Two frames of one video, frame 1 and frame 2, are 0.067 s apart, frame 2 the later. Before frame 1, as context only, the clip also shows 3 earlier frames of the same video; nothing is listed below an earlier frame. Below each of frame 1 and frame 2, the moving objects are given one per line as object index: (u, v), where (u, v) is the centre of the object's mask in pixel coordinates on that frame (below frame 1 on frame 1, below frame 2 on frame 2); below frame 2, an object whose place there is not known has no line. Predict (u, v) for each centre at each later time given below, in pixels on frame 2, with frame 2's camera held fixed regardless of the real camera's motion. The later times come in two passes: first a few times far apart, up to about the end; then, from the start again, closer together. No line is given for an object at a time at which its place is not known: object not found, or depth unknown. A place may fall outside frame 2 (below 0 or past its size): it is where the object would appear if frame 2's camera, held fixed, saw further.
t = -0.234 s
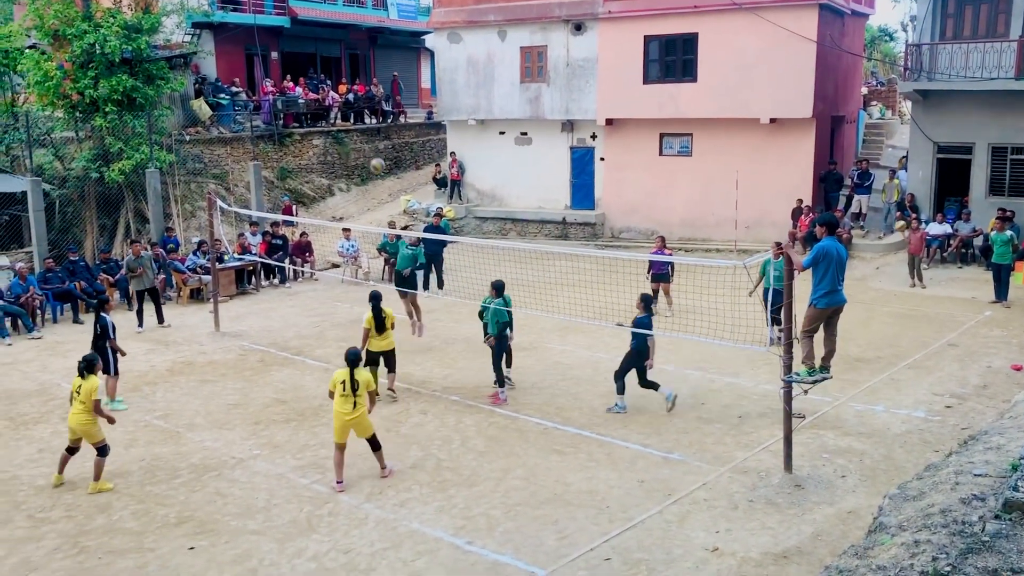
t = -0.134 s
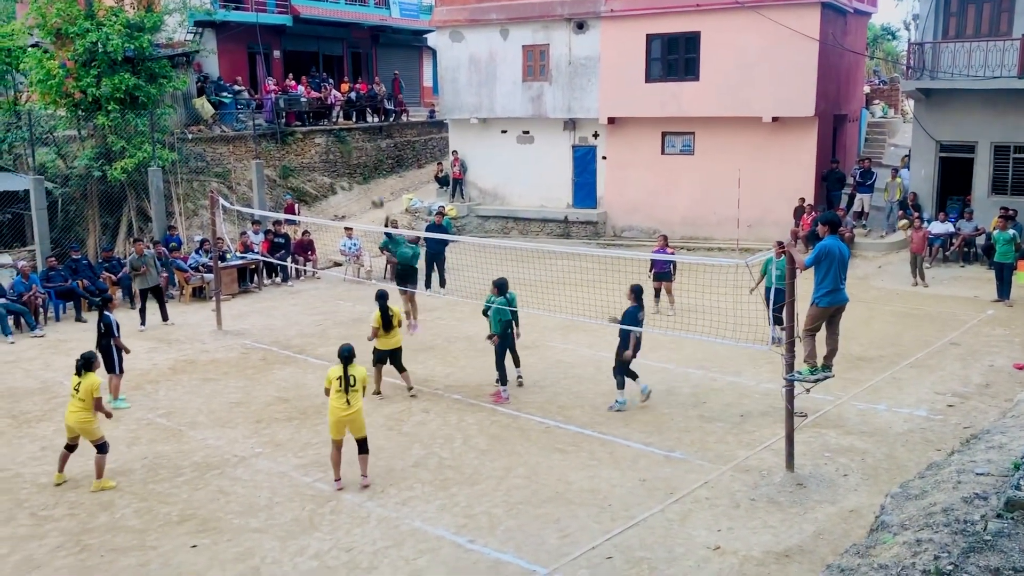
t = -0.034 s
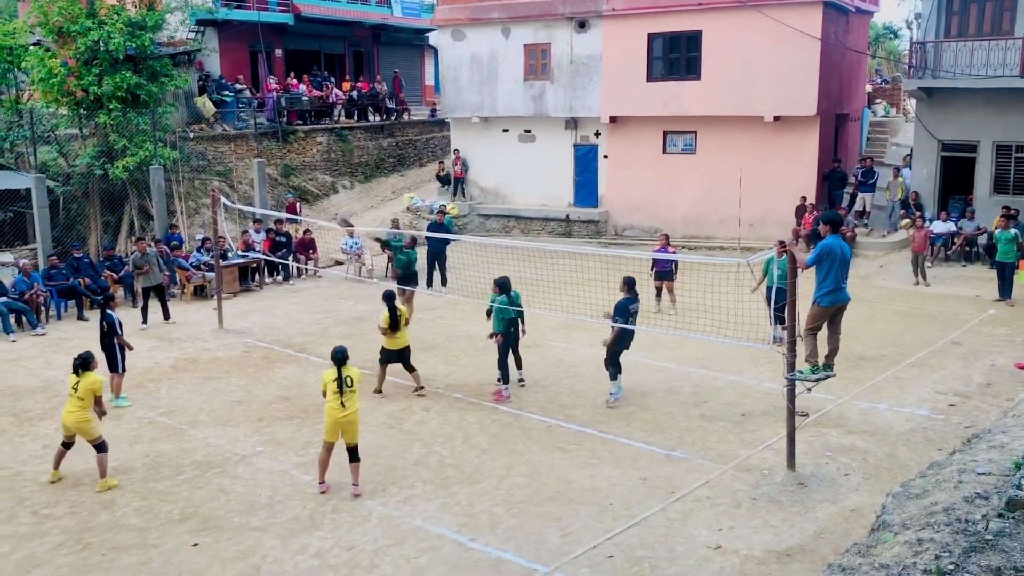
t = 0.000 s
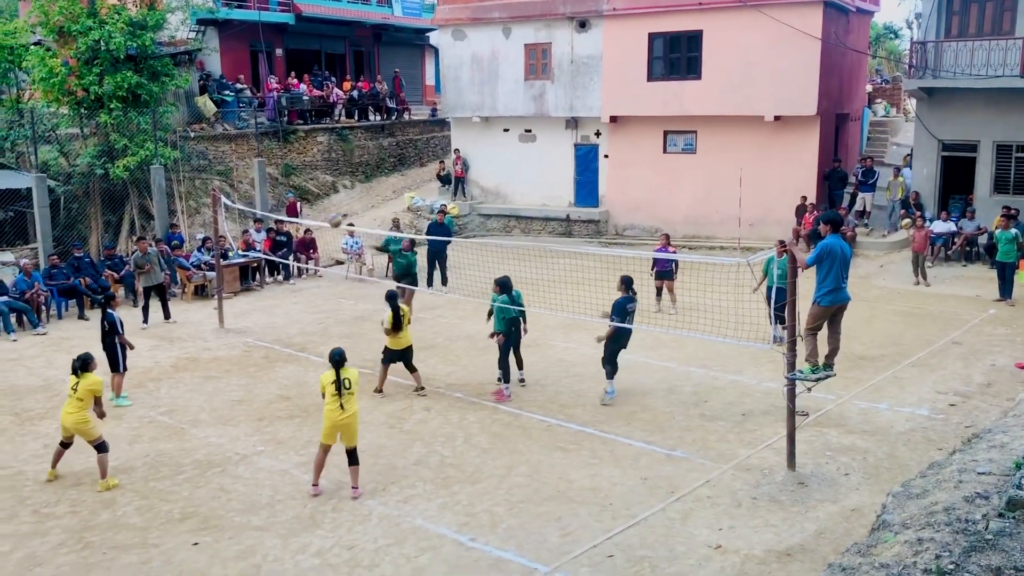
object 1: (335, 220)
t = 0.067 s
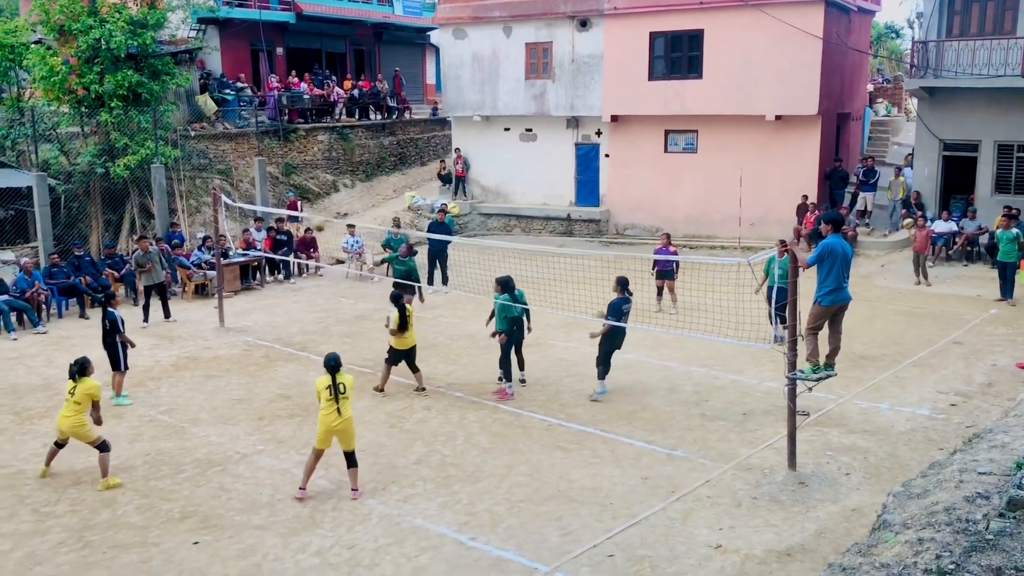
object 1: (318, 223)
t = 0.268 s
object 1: (263, 260)
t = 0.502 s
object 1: (196, 343)
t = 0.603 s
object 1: (166, 395)
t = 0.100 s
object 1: (310, 229)
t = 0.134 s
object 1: (299, 233)
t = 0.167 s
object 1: (291, 238)
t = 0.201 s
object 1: (282, 245)
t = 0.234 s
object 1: (273, 251)
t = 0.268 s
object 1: (263, 260)
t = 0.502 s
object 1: (196, 343)
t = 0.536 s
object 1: (186, 359)
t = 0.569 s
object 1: (177, 375)
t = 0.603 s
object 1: (166, 395)
